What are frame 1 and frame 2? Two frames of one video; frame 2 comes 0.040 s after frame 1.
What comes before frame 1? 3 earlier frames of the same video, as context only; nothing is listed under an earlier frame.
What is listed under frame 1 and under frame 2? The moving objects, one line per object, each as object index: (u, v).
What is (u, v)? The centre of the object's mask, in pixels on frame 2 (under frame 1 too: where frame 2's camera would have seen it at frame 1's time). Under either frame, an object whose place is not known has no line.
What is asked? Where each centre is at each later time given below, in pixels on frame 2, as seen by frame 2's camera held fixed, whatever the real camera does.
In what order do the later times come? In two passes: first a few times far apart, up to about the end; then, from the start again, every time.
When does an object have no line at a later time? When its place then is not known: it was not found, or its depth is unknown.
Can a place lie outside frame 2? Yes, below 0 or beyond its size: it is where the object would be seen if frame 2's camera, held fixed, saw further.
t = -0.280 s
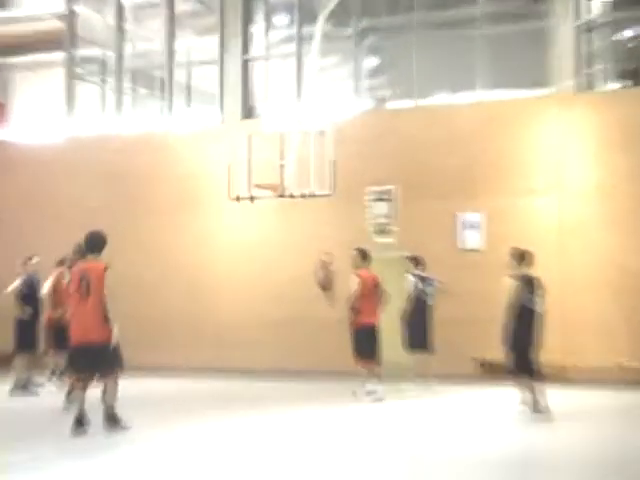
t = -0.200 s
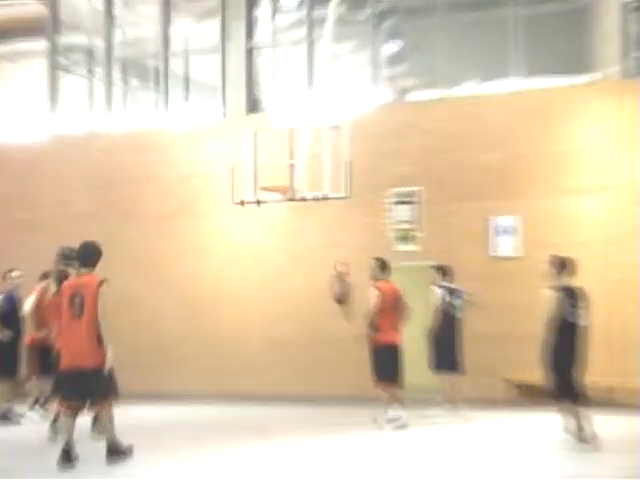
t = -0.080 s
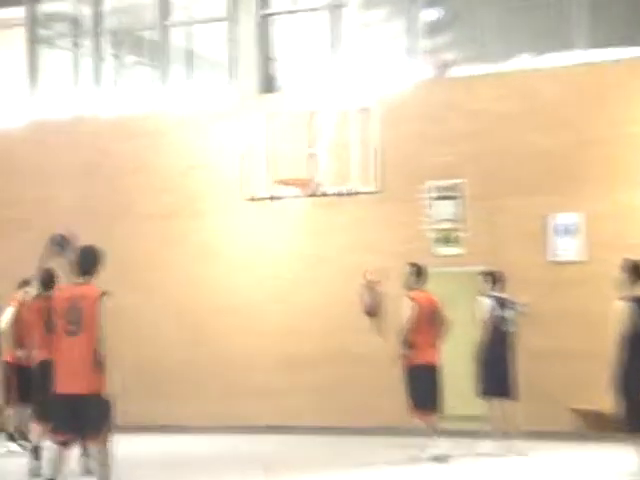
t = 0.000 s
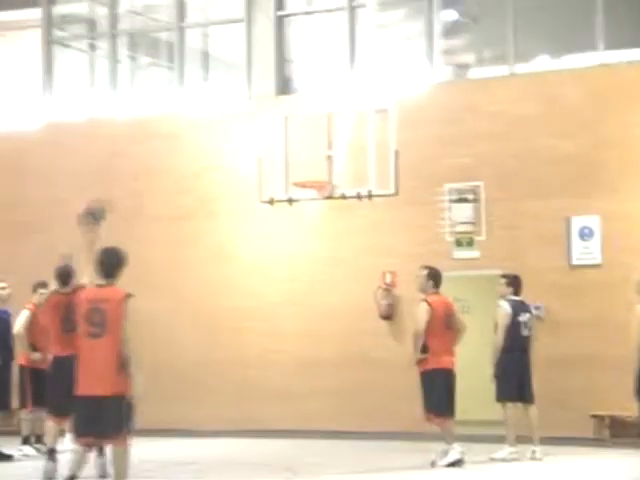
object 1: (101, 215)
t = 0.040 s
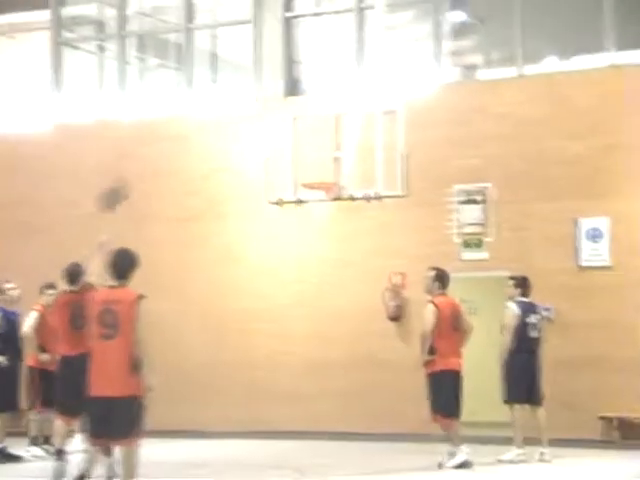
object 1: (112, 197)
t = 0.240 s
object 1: (165, 118)
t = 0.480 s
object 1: (221, 81)
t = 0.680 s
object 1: (264, 97)
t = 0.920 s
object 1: (307, 155)
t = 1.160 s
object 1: (325, 237)
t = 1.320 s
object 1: (324, 306)
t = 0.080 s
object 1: (125, 174)
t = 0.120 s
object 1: (135, 156)
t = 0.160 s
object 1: (145, 141)
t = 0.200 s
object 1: (156, 128)
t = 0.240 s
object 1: (165, 118)
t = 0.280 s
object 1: (175, 107)
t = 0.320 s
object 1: (185, 97)
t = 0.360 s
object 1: (193, 90)
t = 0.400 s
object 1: (204, 84)
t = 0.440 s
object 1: (213, 81)
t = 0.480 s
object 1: (221, 81)
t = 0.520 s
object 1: (229, 81)
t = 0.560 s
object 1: (237, 83)
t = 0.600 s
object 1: (246, 85)
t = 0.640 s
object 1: (255, 90)
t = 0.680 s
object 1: (264, 97)
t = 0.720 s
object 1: (270, 102)
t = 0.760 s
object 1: (277, 110)
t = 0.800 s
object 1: (285, 119)
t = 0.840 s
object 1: (292, 131)
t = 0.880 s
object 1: (300, 142)
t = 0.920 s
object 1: (307, 155)
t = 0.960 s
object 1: (315, 168)
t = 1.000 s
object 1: (322, 183)
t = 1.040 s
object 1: (326, 199)
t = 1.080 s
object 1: (326, 211)
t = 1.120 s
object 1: (326, 222)
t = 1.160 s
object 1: (325, 237)
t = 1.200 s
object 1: (325, 252)
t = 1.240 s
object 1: (324, 268)
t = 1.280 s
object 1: (325, 285)
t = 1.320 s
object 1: (324, 306)
